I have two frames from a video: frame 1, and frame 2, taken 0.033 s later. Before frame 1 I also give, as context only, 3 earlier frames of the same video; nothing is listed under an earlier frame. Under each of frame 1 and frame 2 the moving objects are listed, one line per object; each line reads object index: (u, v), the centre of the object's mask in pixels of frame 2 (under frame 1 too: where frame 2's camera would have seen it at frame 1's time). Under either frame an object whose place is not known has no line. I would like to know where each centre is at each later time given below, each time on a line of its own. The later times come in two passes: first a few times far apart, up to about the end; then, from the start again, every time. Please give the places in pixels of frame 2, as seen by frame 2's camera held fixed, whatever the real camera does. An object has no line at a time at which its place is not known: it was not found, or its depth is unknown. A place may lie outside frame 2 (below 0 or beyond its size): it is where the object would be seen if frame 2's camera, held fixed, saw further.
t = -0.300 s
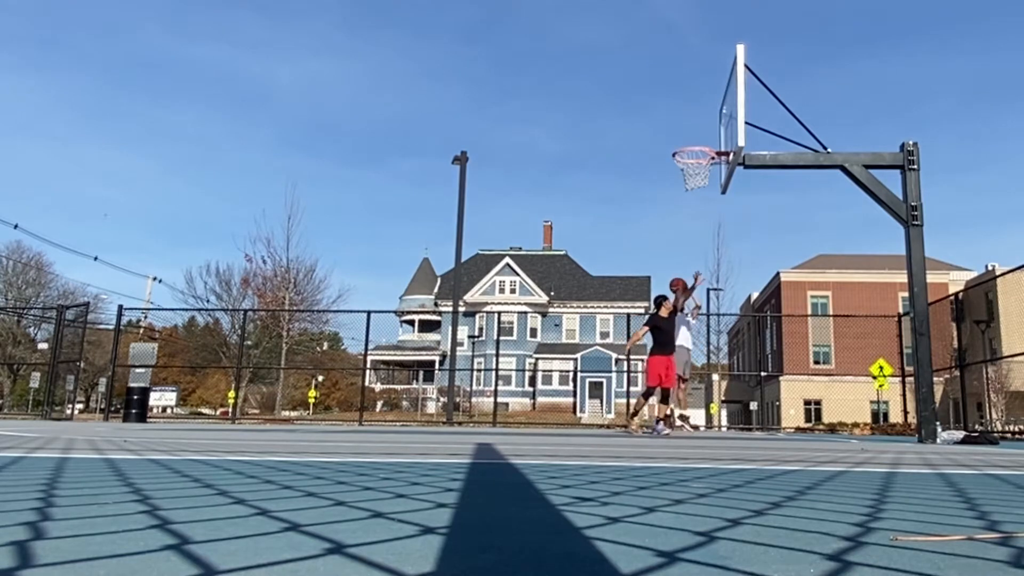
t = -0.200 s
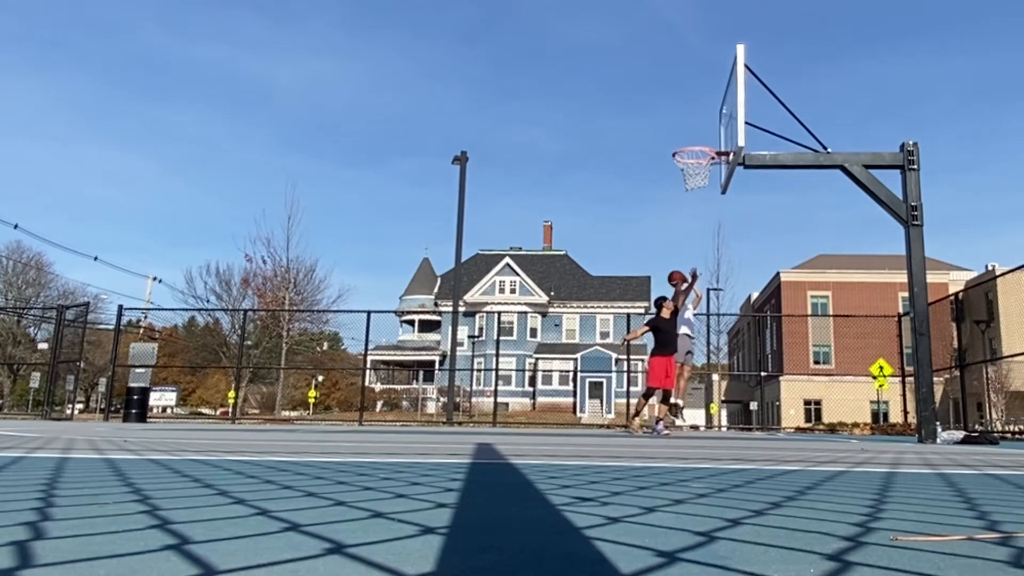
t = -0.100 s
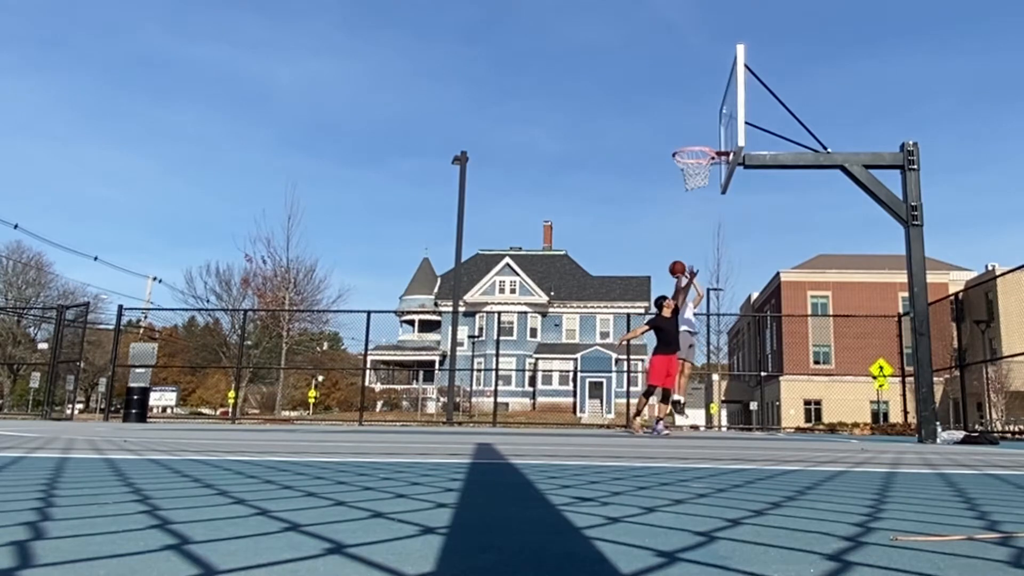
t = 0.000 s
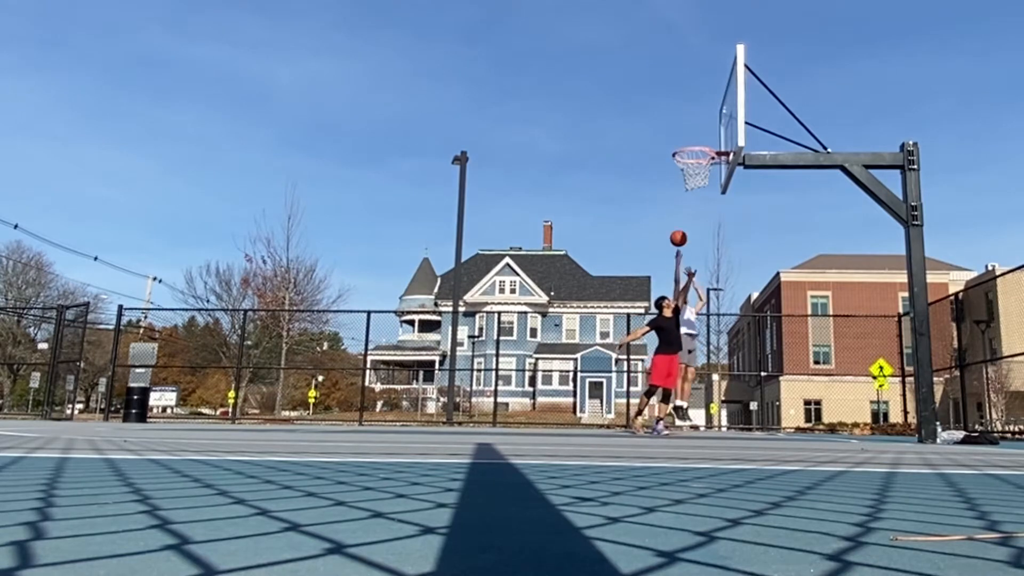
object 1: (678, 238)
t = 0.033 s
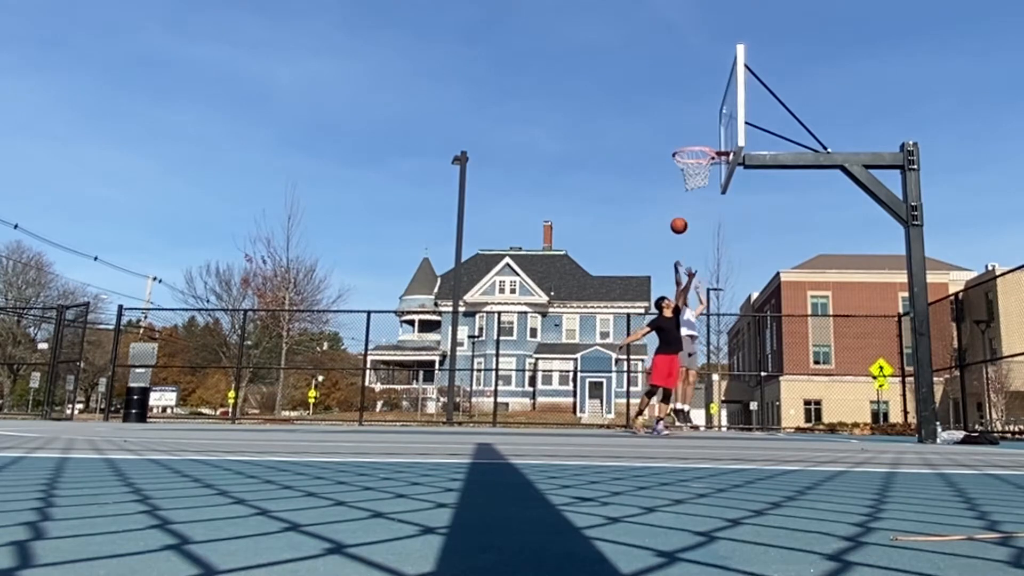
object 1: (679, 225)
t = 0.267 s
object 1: (683, 154)
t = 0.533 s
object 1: (687, 116)
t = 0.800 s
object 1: (693, 127)
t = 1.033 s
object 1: (694, 132)
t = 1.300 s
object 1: (689, 128)
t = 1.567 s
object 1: (683, 196)
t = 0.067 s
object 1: (679, 213)
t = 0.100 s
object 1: (680, 202)
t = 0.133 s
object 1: (680, 191)
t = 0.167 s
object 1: (679, 181)
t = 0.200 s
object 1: (679, 172)
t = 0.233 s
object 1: (681, 162)
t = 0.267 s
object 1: (683, 154)
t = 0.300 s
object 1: (682, 144)
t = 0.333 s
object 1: (683, 140)
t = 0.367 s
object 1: (684, 135)
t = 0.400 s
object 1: (684, 130)
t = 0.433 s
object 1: (685, 125)
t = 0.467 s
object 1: (686, 121)
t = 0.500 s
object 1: (686, 118)
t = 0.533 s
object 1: (687, 116)
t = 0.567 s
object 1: (688, 114)
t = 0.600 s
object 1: (688, 114)
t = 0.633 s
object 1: (689, 114)
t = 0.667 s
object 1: (690, 115)
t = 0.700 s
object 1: (690, 117)
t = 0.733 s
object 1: (691, 119)
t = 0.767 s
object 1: (692, 123)
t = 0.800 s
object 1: (693, 127)
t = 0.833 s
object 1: (693, 133)
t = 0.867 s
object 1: (694, 138)
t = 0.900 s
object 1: (695, 147)
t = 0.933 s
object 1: (696, 148)
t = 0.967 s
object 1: (695, 139)
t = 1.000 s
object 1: (694, 136)
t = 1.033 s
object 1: (694, 132)
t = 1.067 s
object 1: (693, 128)
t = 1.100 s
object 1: (693, 125)
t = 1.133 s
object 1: (692, 123)
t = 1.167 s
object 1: (692, 122)
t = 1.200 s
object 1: (691, 122)
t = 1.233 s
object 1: (690, 123)
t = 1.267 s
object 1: (690, 125)
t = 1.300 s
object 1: (689, 128)
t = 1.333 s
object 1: (688, 133)
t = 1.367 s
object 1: (688, 138)
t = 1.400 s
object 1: (687, 144)
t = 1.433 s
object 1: (686, 152)
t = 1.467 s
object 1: (685, 161)
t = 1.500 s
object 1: (685, 171)
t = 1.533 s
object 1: (684, 183)
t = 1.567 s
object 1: (683, 196)
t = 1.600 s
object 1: (682, 210)
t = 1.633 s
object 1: (682, 226)
